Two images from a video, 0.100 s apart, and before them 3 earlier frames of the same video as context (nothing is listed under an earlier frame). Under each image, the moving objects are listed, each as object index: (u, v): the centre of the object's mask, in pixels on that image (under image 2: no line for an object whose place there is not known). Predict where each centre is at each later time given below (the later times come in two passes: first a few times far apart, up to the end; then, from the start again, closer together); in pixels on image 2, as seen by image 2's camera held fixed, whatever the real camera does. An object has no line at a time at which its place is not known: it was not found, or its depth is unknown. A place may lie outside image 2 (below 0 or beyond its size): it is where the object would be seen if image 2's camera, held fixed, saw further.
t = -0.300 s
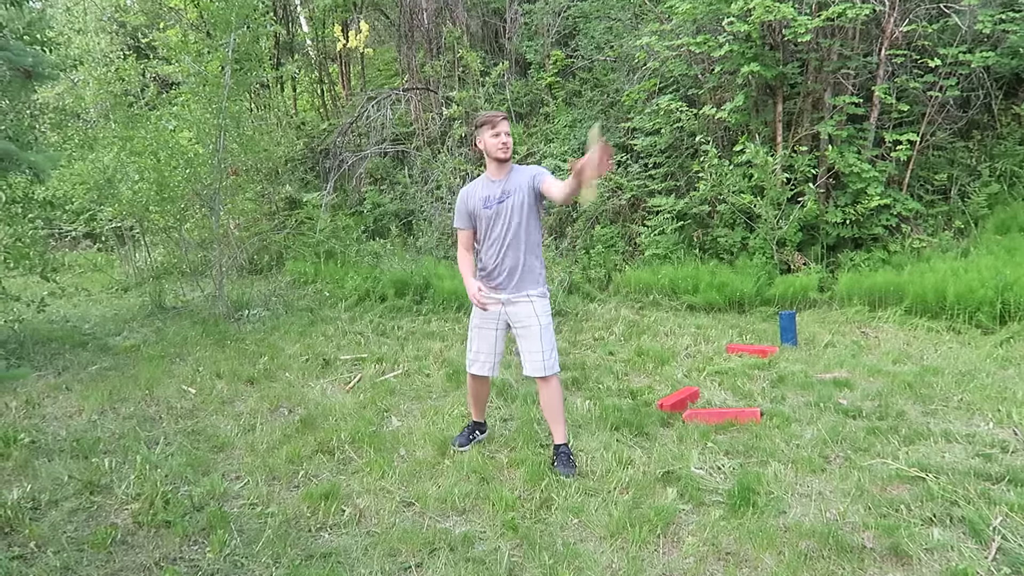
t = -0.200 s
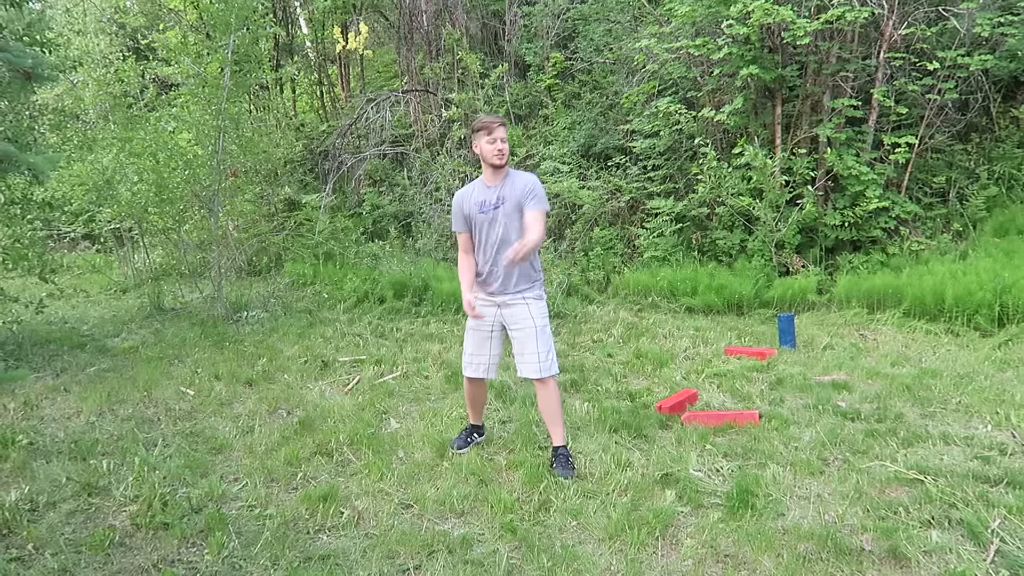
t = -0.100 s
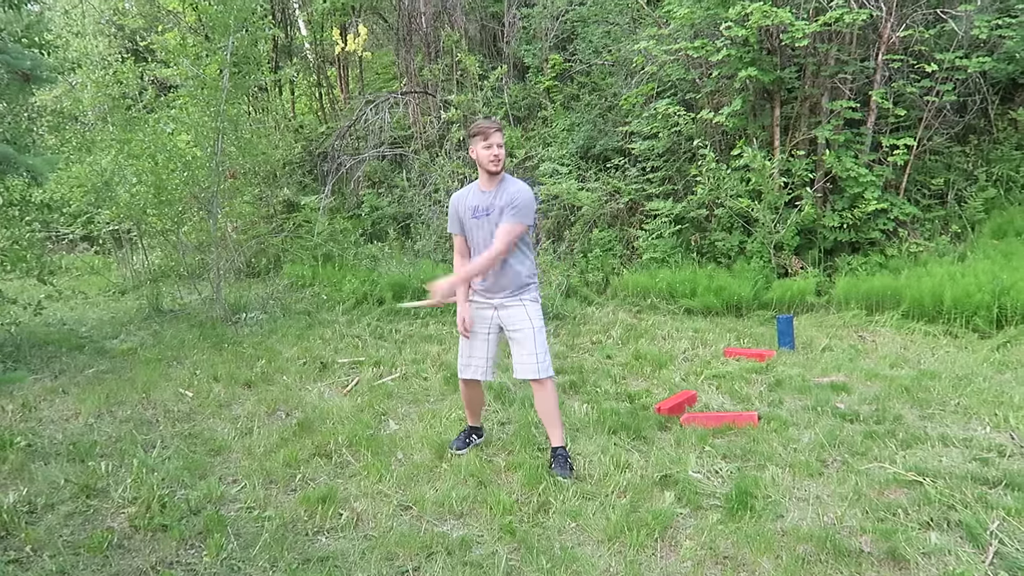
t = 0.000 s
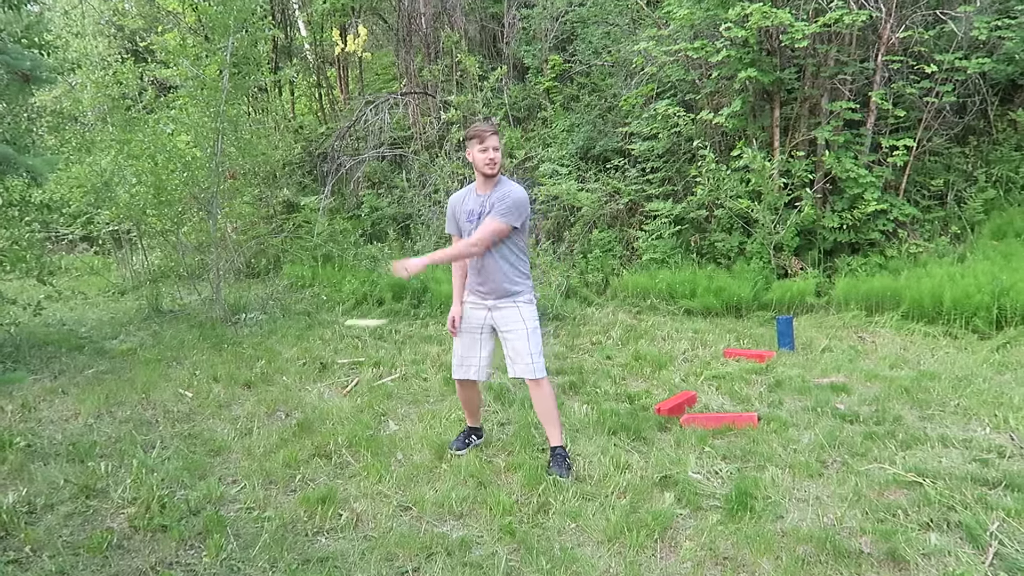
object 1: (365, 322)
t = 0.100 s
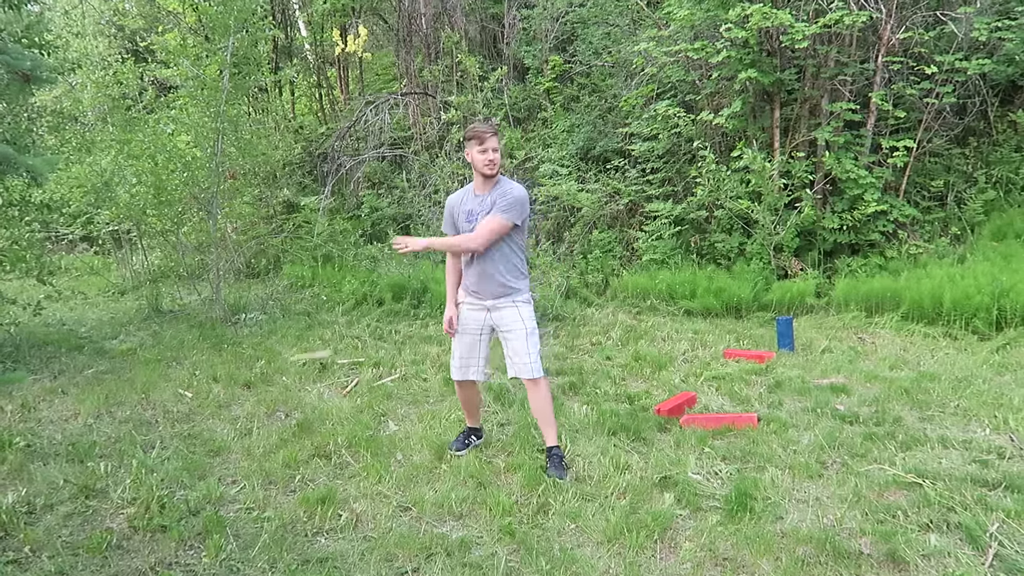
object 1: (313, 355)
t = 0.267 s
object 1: (251, 399)
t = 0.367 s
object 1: (235, 377)
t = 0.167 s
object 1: (283, 382)
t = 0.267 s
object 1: (251, 399)
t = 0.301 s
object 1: (246, 390)
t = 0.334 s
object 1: (241, 383)
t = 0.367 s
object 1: (235, 377)
